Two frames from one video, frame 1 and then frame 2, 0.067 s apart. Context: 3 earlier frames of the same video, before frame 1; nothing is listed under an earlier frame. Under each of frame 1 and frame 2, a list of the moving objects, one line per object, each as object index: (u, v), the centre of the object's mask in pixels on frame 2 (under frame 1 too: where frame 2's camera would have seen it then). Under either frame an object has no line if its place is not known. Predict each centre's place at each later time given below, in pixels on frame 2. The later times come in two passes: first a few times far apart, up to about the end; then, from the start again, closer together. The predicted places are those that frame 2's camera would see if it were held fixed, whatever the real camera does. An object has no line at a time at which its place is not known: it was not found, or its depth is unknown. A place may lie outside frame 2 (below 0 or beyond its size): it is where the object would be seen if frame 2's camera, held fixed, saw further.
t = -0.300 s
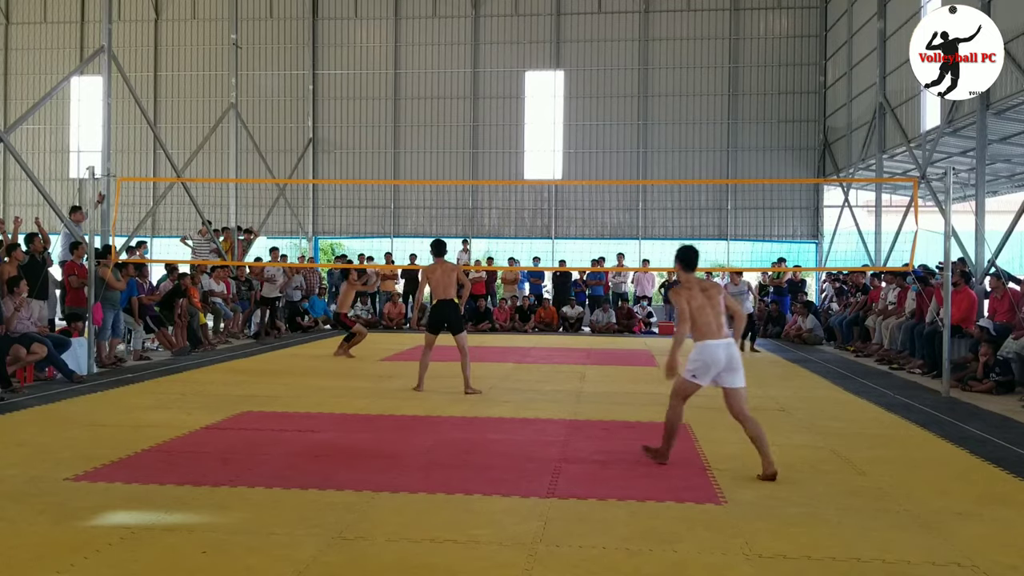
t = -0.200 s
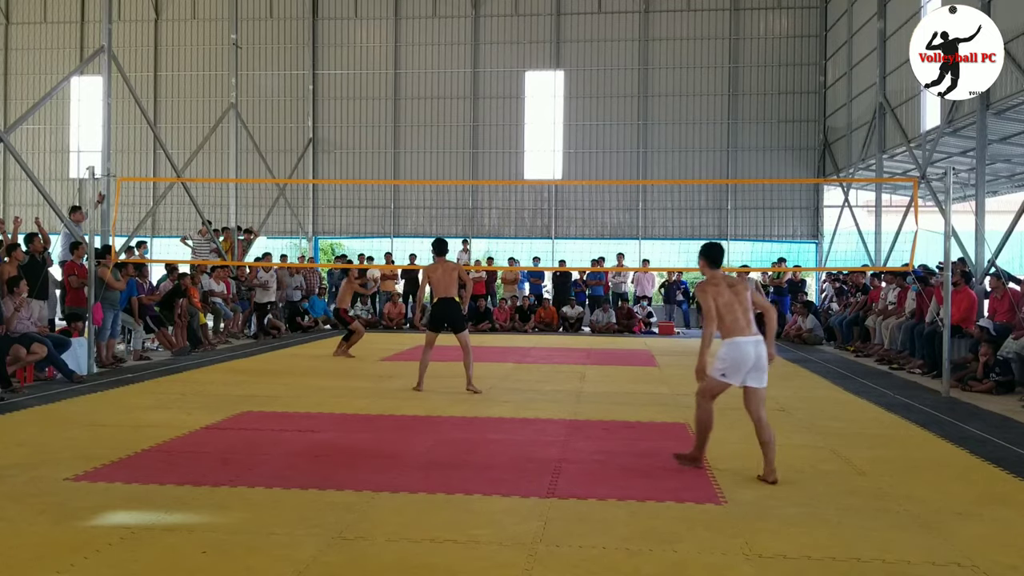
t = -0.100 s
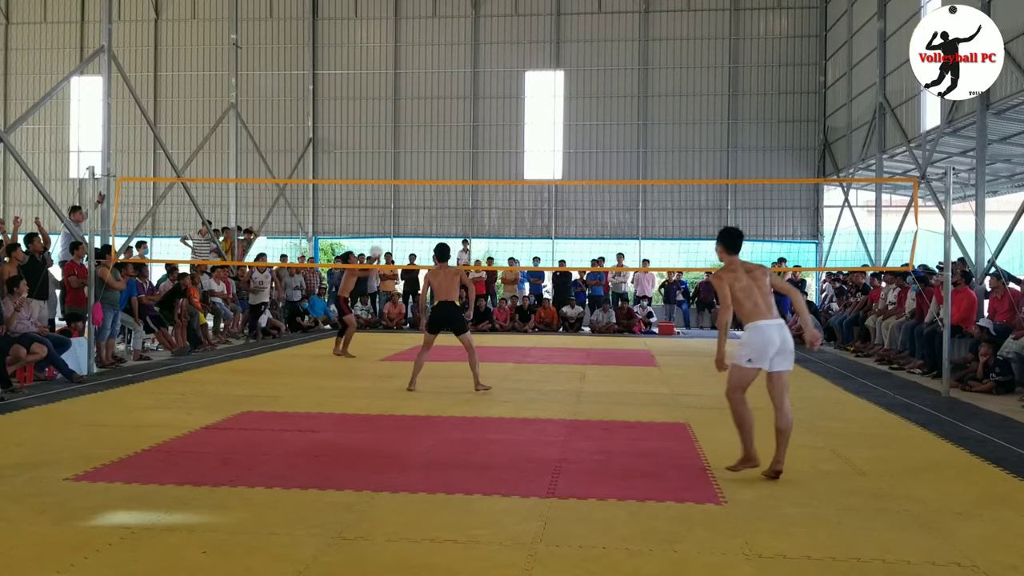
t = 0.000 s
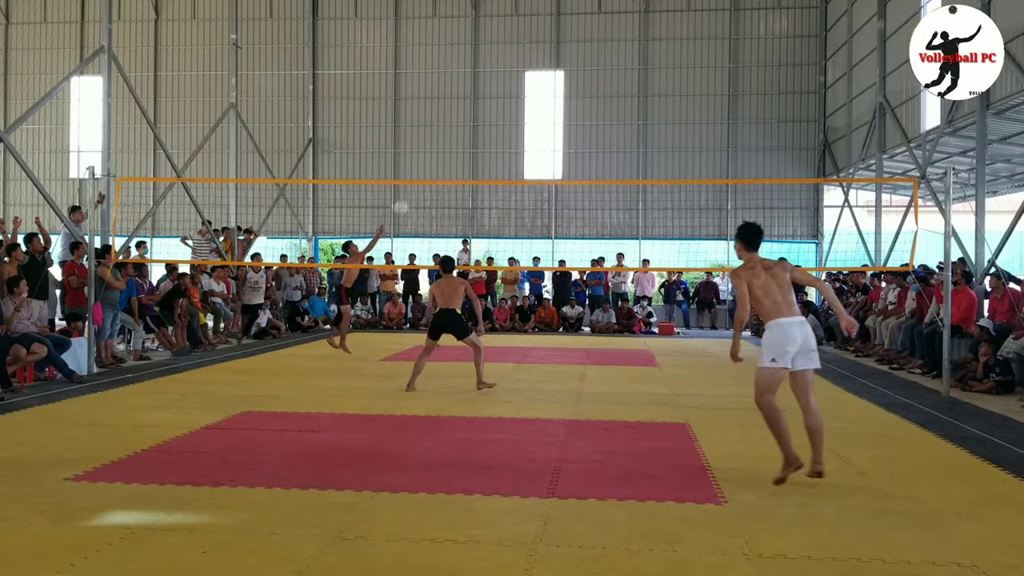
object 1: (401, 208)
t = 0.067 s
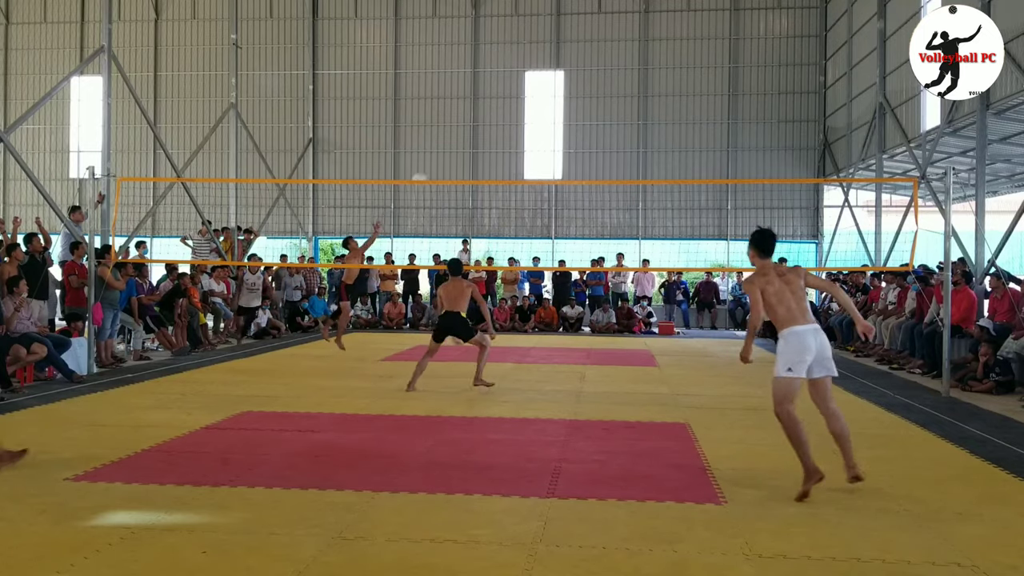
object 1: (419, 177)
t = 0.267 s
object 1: (474, 112)
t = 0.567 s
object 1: (558, 59)
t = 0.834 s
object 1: (637, 63)
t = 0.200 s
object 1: (455, 132)
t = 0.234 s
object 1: (464, 121)
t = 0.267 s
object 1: (474, 112)
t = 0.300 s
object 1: (482, 103)
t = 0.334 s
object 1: (492, 95)
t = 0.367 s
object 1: (502, 88)
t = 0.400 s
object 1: (510, 81)
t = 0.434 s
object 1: (519, 75)
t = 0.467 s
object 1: (529, 69)
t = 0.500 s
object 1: (539, 64)
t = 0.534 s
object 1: (549, 61)
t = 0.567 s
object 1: (558, 59)
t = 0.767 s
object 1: (617, 57)
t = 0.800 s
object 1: (627, 59)
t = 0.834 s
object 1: (637, 63)
